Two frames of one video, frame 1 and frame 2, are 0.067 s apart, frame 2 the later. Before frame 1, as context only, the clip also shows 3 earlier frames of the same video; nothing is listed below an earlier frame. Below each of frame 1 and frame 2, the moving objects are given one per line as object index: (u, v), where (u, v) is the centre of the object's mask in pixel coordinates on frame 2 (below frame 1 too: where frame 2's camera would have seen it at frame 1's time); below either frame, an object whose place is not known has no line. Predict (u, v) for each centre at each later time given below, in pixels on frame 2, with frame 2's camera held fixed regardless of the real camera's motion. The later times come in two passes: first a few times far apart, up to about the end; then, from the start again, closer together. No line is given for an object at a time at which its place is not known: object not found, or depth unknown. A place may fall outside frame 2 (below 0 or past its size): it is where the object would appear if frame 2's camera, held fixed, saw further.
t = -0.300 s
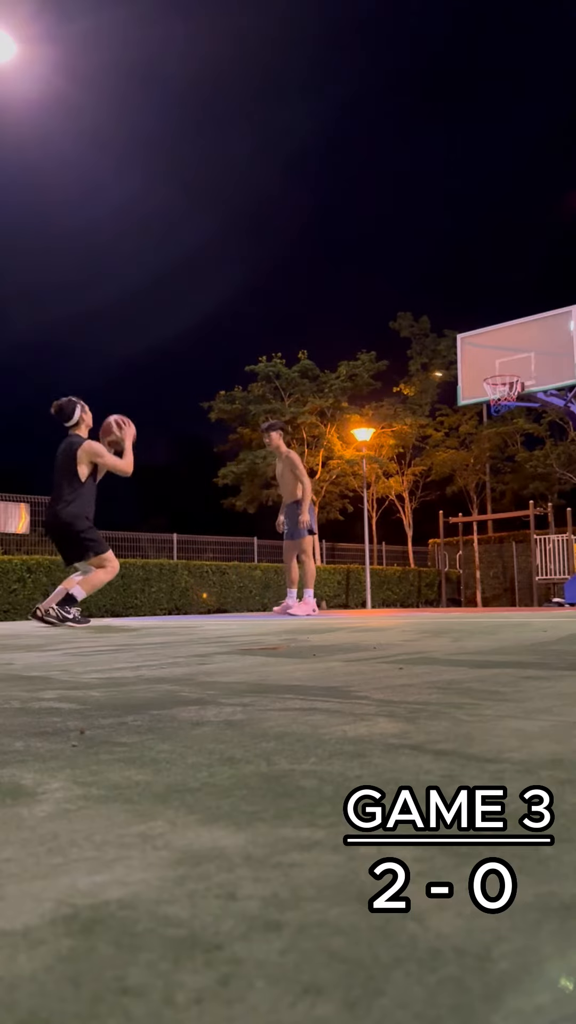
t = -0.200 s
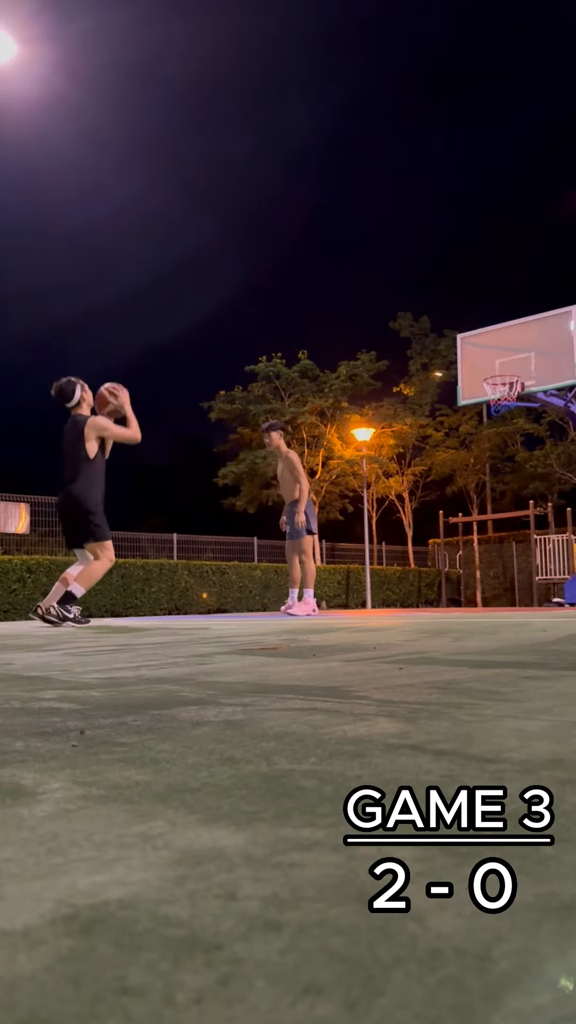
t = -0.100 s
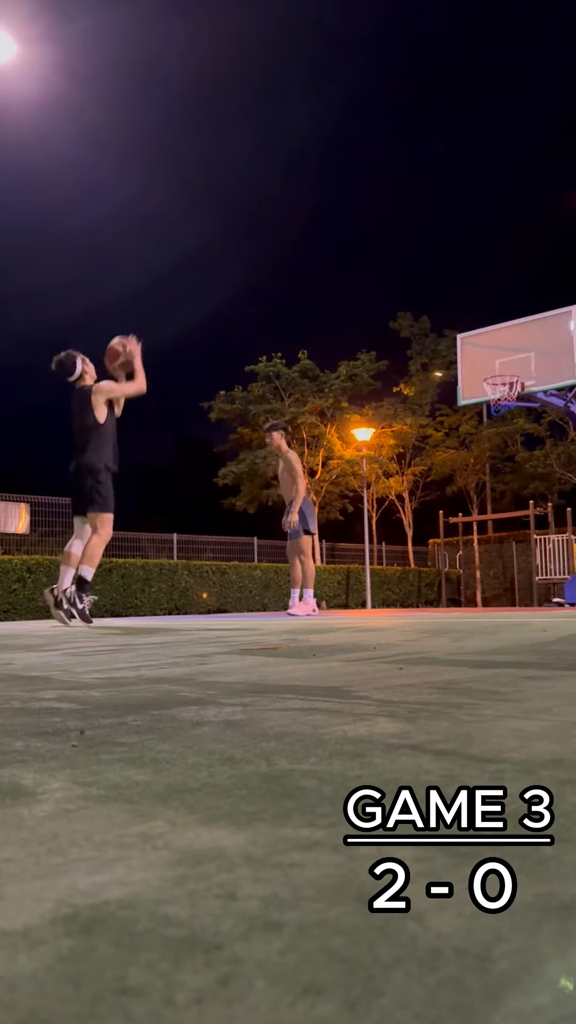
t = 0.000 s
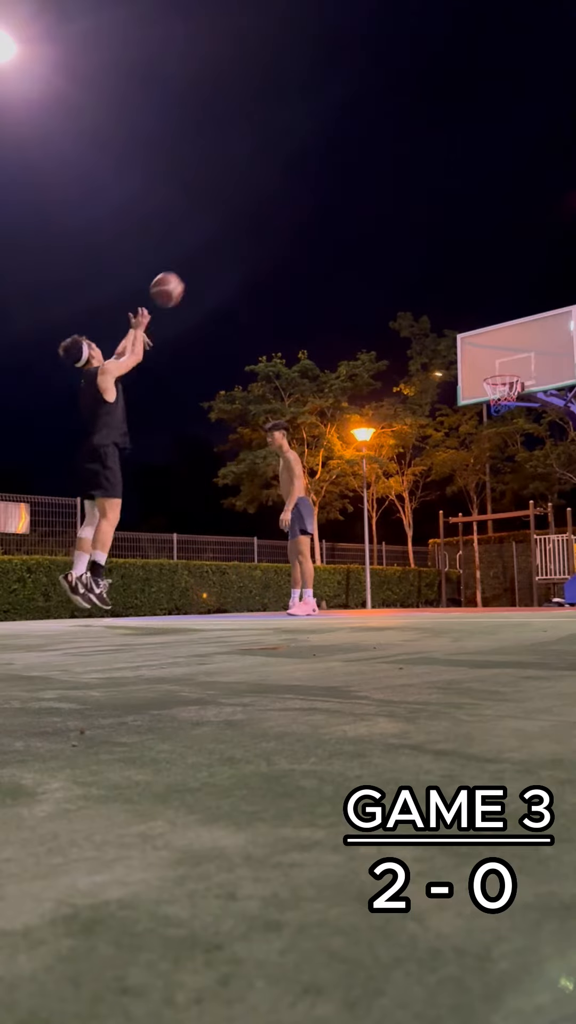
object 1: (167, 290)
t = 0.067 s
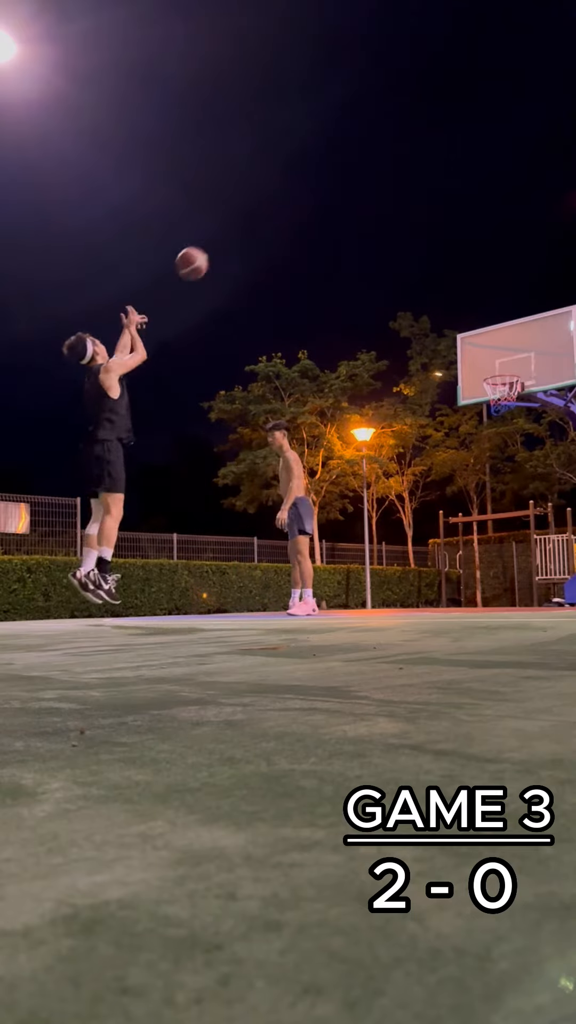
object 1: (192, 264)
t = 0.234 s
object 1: (264, 206)
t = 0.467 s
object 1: (341, 186)
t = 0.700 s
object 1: (403, 213)
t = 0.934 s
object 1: (455, 276)
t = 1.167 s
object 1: (497, 365)
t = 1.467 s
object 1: (518, 441)
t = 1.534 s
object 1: (520, 462)
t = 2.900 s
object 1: (476, 527)
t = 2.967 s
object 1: (474, 547)
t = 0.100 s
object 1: (208, 248)
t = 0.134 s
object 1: (223, 235)
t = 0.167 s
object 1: (237, 224)
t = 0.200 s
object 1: (251, 214)
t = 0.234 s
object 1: (264, 206)
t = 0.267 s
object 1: (276, 199)
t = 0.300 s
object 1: (288, 194)
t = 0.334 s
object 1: (300, 190)
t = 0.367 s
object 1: (310, 188)
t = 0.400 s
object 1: (321, 186)
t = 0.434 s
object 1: (331, 186)
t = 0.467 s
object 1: (341, 186)
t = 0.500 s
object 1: (351, 187)
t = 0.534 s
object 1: (361, 190)
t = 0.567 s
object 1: (370, 193)
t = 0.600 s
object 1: (379, 197)
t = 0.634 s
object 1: (387, 202)
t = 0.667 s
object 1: (395, 207)
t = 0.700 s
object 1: (403, 213)
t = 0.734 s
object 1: (412, 220)
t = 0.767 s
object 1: (419, 228)
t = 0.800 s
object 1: (426, 236)
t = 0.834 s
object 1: (434, 245)
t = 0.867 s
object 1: (441, 254)
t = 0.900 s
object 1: (448, 265)
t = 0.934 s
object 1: (455, 276)
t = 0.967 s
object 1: (461, 287)
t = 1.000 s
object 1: (468, 298)
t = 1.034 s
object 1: (474, 311)
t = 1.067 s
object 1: (480, 322)
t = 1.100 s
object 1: (486, 336)
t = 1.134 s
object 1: (493, 352)
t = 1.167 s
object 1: (497, 365)
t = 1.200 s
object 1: (501, 378)
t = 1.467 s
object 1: (518, 441)
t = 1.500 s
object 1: (519, 451)
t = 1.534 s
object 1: (520, 462)
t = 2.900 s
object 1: (476, 527)
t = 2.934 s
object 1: (476, 536)
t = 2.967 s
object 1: (474, 547)
